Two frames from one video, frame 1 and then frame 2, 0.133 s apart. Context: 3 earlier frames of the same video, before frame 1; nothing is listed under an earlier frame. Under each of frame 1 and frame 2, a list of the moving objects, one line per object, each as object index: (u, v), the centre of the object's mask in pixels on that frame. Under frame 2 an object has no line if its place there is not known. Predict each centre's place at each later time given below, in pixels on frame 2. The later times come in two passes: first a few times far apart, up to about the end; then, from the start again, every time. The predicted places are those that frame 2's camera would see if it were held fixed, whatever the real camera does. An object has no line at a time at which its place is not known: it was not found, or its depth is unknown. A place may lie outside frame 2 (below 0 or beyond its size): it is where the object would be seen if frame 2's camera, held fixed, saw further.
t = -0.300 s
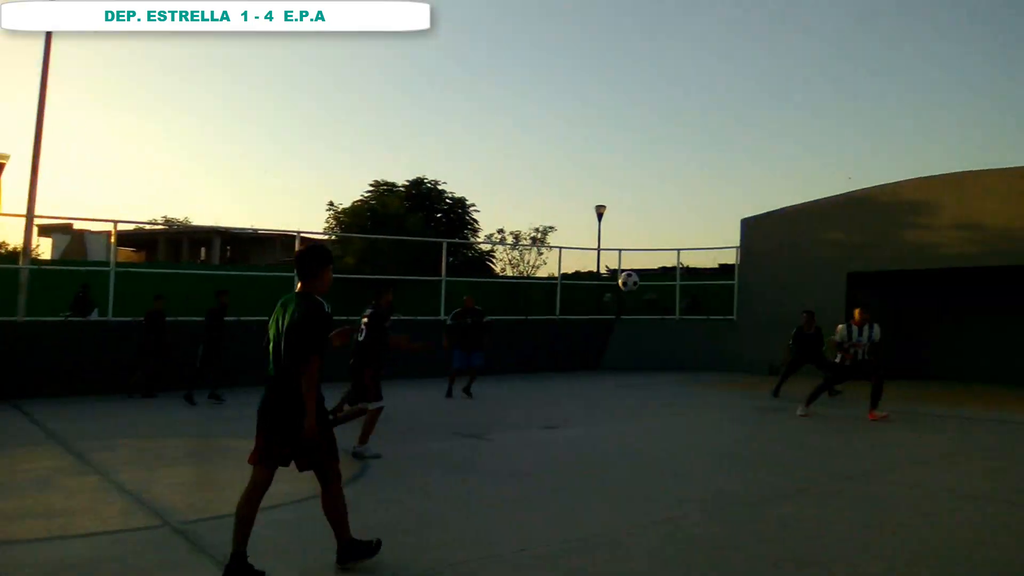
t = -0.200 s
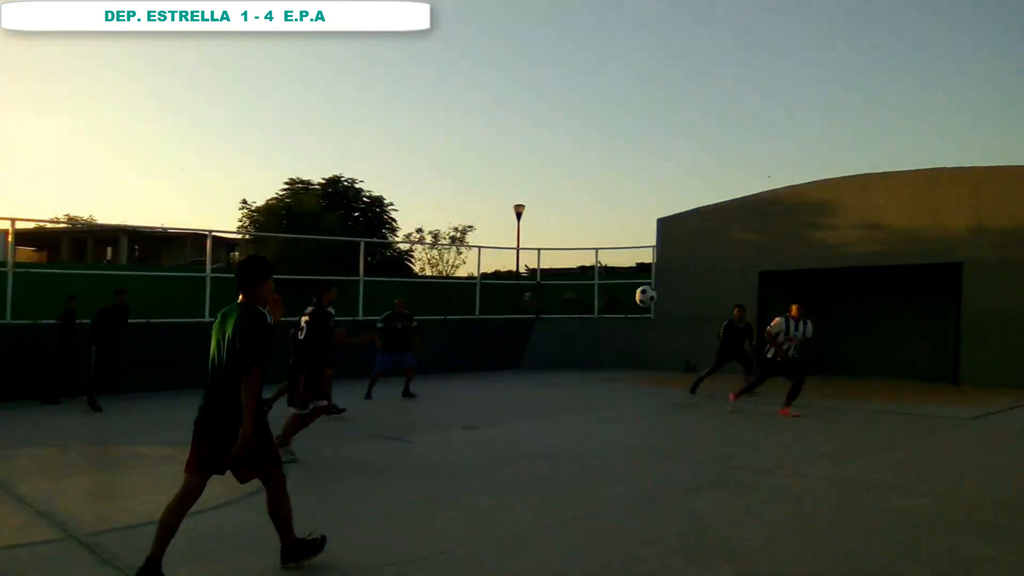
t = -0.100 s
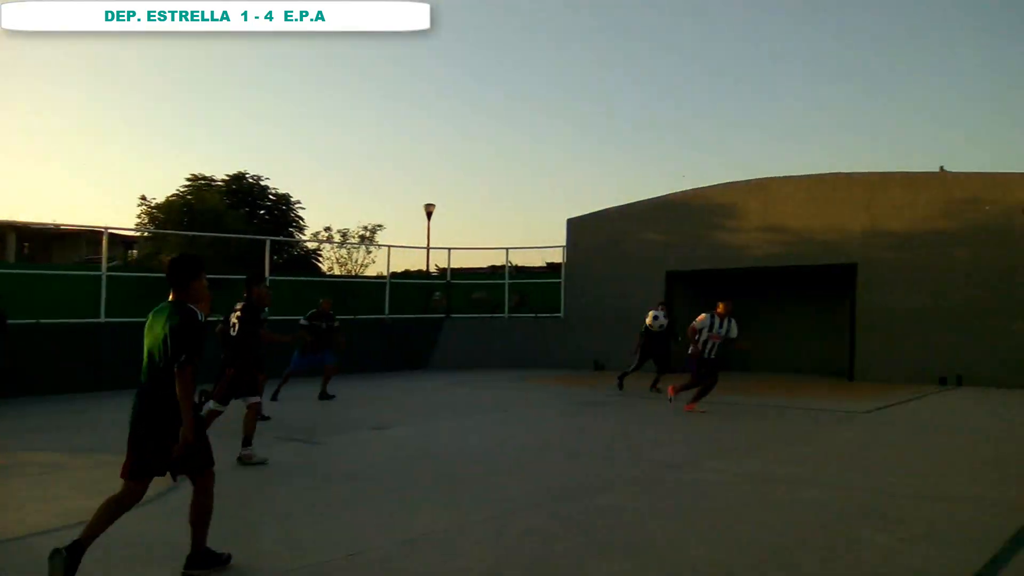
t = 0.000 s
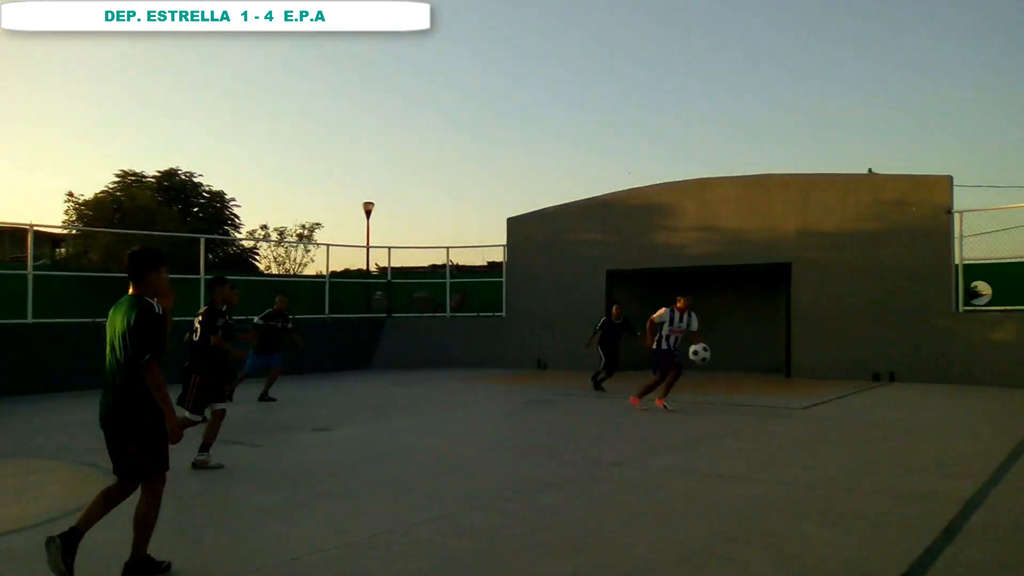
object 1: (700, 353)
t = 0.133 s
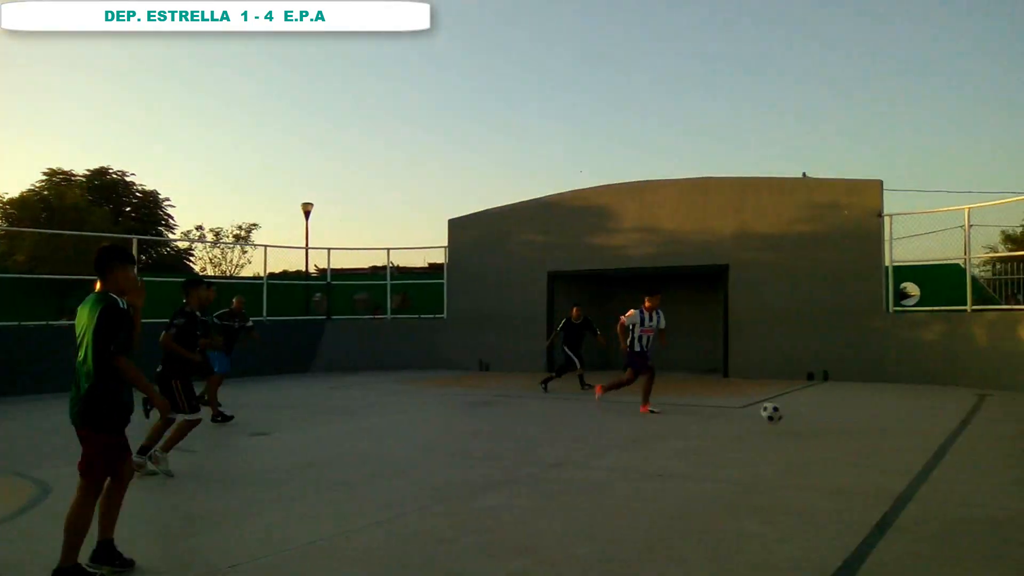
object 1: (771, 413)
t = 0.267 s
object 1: (847, 385)
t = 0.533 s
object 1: (966, 335)
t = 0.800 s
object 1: (1062, 347)
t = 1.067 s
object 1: (986, 364)
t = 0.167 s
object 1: (800, 423)
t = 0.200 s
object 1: (816, 409)
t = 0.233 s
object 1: (832, 396)
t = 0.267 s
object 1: (847, 385)
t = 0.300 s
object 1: (863, 375)
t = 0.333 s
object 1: (878, 366)
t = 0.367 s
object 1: (892, 358)
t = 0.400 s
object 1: (908, 351)
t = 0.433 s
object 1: (922, 346)
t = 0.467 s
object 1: (936, 340)
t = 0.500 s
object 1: (952, 337)
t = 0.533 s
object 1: (966, 335)
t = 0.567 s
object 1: (979, 333)
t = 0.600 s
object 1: (995, 333)
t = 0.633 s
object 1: (1009, 333)
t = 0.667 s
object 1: (1022, 335)
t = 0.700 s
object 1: (1035, 337)
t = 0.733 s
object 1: (1048, 341)
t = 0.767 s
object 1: (1062, 346)
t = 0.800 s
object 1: (1062, 347)
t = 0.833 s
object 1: (1052, 346)
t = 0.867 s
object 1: (1042, 346)
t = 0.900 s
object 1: (1033, 346)
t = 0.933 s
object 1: (1024, 347)
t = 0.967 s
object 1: (1014, 351)
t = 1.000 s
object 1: (1005, 354)
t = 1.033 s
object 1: (997, 358)
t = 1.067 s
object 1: (986, 364)
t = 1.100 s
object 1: (978, 369)
